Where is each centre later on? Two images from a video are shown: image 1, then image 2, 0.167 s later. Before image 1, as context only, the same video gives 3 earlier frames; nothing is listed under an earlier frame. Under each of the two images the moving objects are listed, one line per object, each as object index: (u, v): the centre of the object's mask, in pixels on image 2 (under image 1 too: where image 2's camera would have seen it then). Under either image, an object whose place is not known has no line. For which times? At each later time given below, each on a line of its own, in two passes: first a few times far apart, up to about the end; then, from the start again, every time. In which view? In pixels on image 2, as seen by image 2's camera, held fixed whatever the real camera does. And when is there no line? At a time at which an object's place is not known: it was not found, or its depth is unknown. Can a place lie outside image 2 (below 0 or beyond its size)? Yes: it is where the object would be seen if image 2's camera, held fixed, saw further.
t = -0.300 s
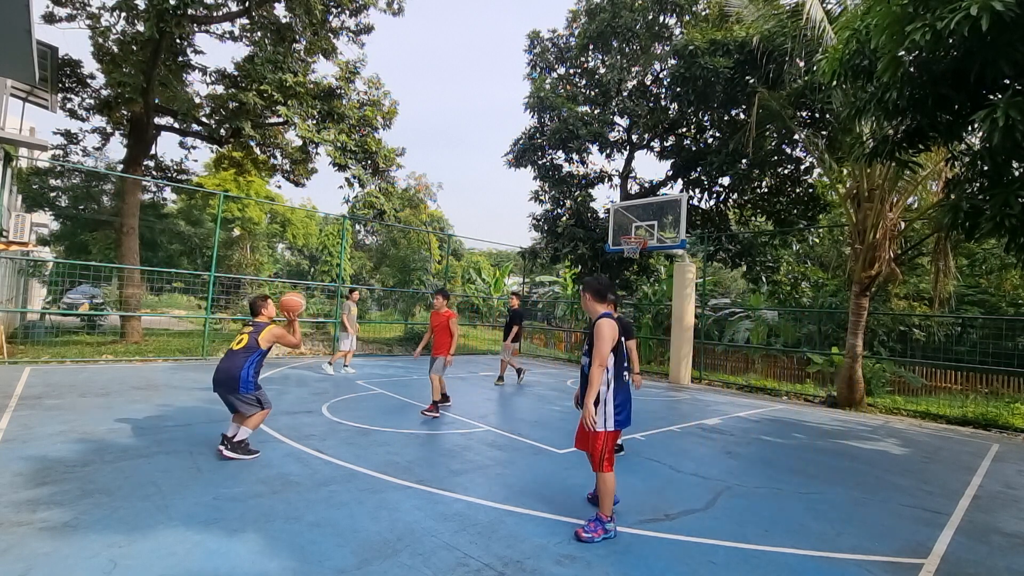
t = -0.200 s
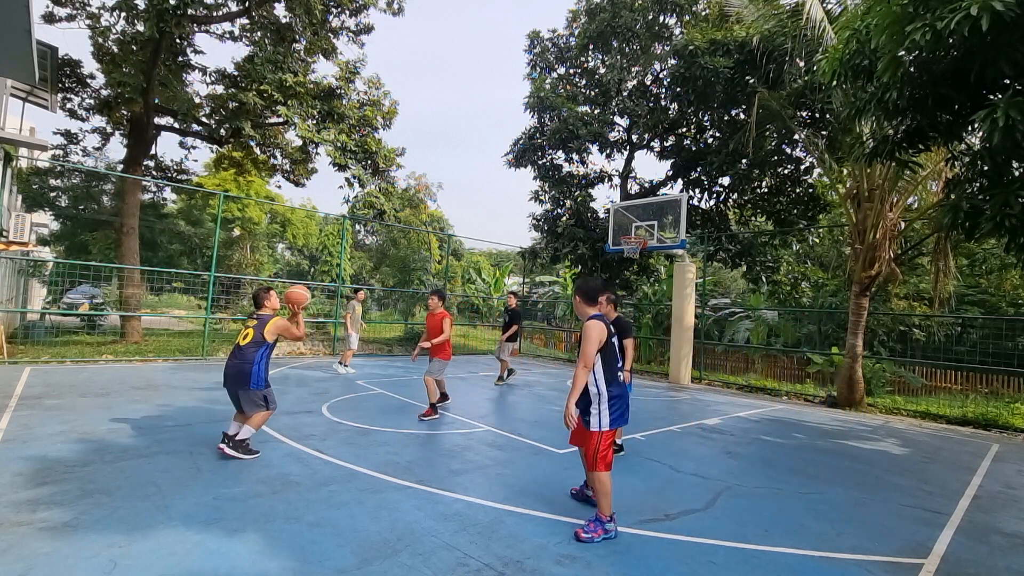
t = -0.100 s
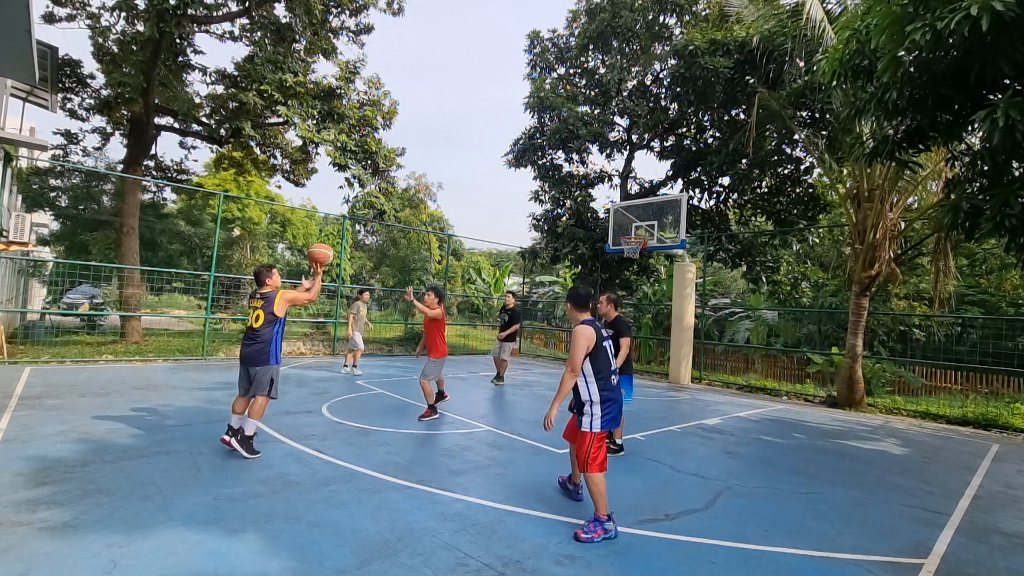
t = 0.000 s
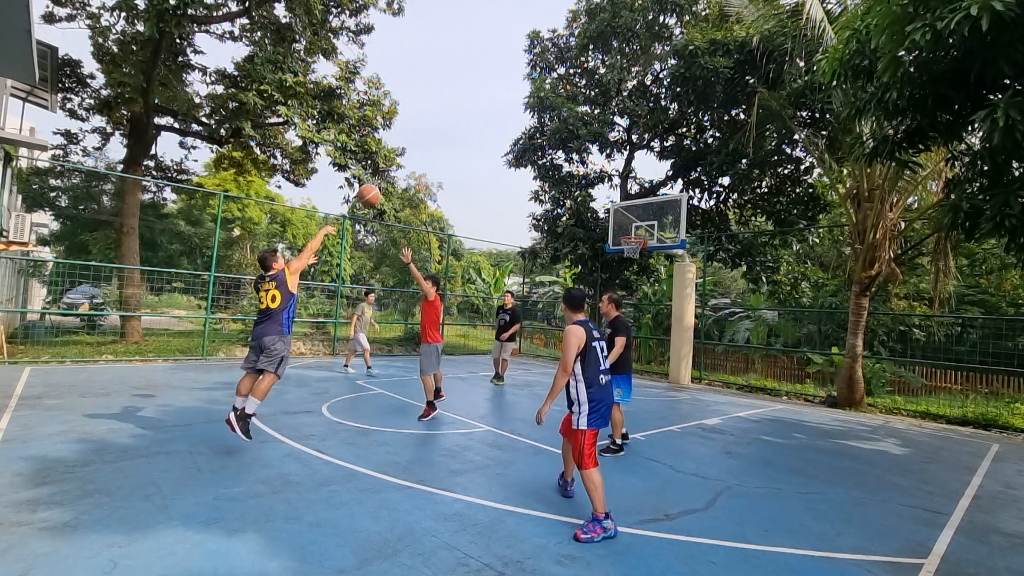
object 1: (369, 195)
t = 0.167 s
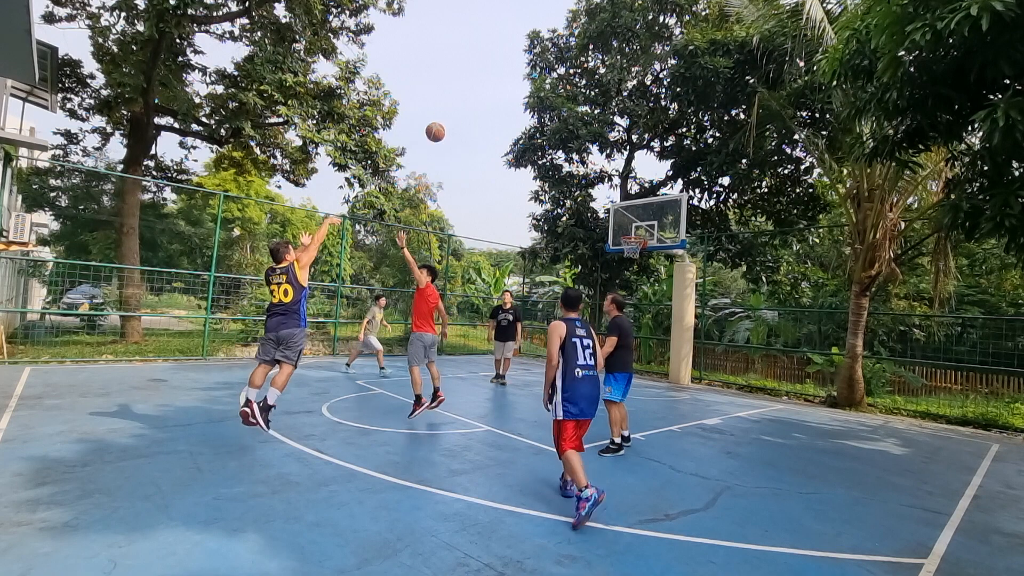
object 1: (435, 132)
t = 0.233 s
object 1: (457, 117)
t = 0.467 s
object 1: (519, 94)
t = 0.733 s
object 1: (569, 112)
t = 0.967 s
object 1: (601, 154)
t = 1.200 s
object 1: (627, 215)
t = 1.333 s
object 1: (636, 251)
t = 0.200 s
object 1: (446, 124)
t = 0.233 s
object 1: (457, 117)
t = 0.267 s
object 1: (467, 111)
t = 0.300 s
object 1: (477, 106)
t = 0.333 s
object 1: (486, 101)
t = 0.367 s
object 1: (495, 98)
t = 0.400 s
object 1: (503, 96)
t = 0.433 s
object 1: (511, 95)
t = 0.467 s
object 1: (519, 94)
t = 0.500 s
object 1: (526, 94)
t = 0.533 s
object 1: (533, 95)
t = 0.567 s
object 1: (540, 96)
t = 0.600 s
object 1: (546, 98)
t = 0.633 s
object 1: (552, 101)
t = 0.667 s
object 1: (558, 104)
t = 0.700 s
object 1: (564, 108)
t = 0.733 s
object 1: (569, 112)
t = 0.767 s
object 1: (574, 117)
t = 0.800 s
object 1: (579, 122)
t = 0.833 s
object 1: (584, 128)
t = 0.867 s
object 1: (588, 134)
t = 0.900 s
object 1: (593, 140)
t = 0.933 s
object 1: (598, 147)
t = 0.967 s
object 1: (601, 154)
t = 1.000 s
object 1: (605, 163)
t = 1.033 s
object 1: (609, 171)
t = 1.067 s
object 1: (613, 178)
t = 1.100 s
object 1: (616, 187)
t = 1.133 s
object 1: (620, 197)
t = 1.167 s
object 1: (623, 206)
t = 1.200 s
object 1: (627, 215)
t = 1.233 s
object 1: (629, 225)
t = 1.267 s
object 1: (630, 234)
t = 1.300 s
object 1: (642, 243)
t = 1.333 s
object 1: (636, 251)
